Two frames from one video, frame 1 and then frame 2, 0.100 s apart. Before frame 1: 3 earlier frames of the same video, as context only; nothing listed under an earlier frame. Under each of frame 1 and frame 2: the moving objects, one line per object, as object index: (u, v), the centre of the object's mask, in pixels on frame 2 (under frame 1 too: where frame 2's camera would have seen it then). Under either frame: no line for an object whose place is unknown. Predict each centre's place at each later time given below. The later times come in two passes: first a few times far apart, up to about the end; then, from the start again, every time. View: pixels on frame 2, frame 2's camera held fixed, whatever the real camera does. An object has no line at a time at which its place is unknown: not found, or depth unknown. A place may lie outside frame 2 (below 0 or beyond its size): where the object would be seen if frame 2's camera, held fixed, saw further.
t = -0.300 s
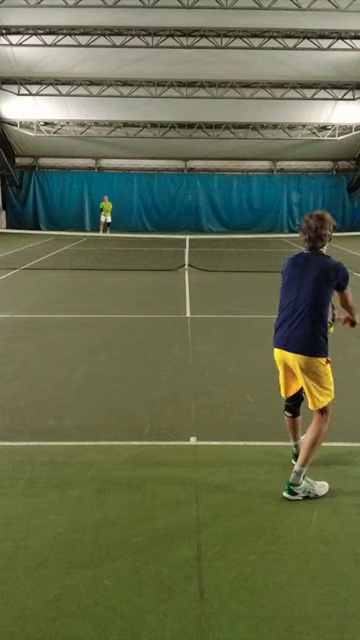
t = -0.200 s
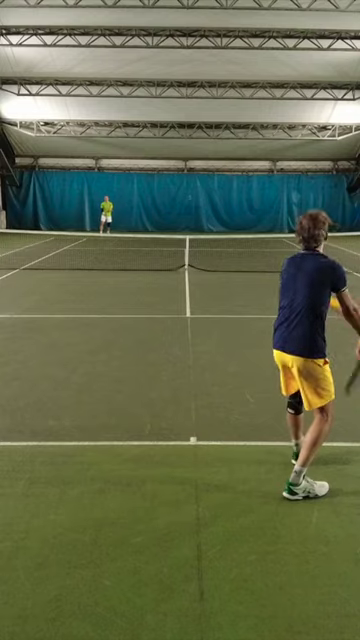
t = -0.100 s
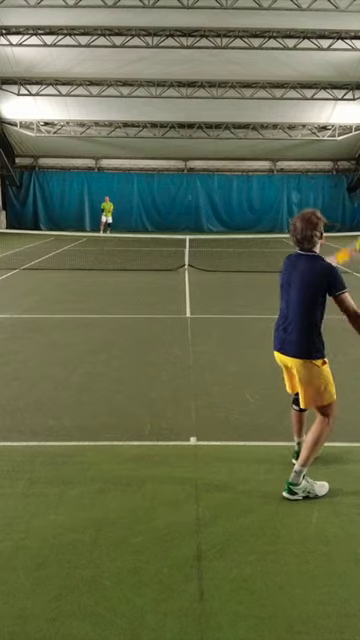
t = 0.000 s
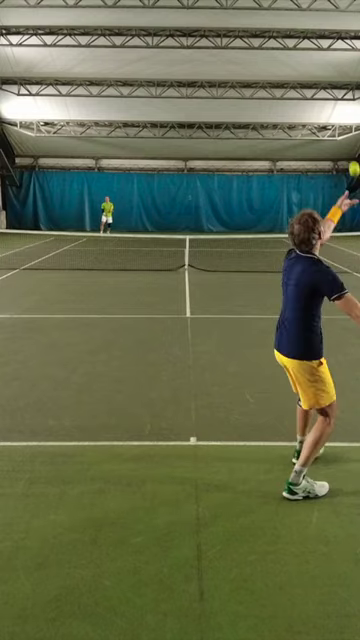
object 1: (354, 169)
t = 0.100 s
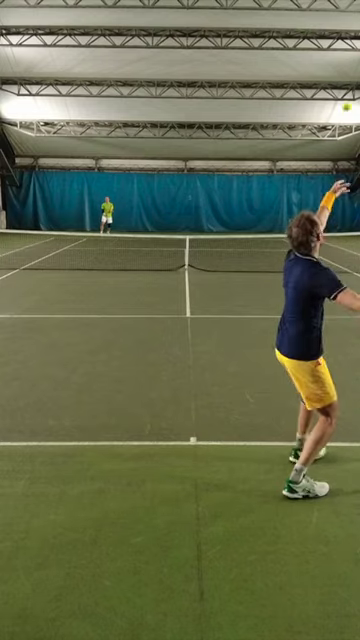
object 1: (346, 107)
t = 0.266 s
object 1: (331, 35)
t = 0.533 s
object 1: (304, 7)
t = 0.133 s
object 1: (343, 89)
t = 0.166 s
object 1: (341, 73)
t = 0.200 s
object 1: (338, 59)
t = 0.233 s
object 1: (334, 46)
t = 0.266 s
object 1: (331, 35)
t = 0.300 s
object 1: (328, 27)
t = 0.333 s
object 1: (325, 19)
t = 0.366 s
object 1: (322, 13)
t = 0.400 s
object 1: (318, 9)
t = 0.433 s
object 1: (314, 6)
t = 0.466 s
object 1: (311, 5)
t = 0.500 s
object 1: (308, 6)
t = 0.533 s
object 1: (304, 7)
